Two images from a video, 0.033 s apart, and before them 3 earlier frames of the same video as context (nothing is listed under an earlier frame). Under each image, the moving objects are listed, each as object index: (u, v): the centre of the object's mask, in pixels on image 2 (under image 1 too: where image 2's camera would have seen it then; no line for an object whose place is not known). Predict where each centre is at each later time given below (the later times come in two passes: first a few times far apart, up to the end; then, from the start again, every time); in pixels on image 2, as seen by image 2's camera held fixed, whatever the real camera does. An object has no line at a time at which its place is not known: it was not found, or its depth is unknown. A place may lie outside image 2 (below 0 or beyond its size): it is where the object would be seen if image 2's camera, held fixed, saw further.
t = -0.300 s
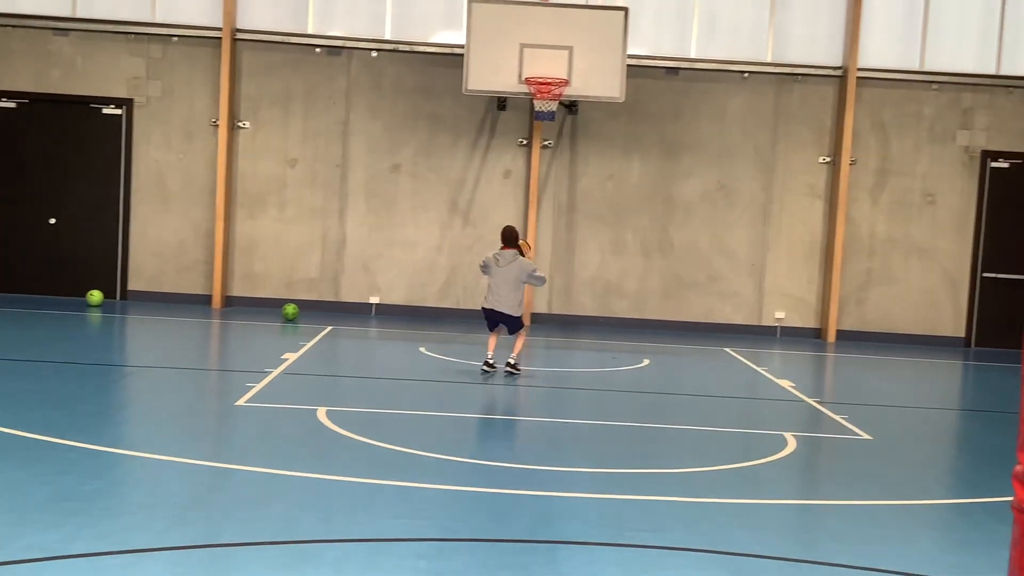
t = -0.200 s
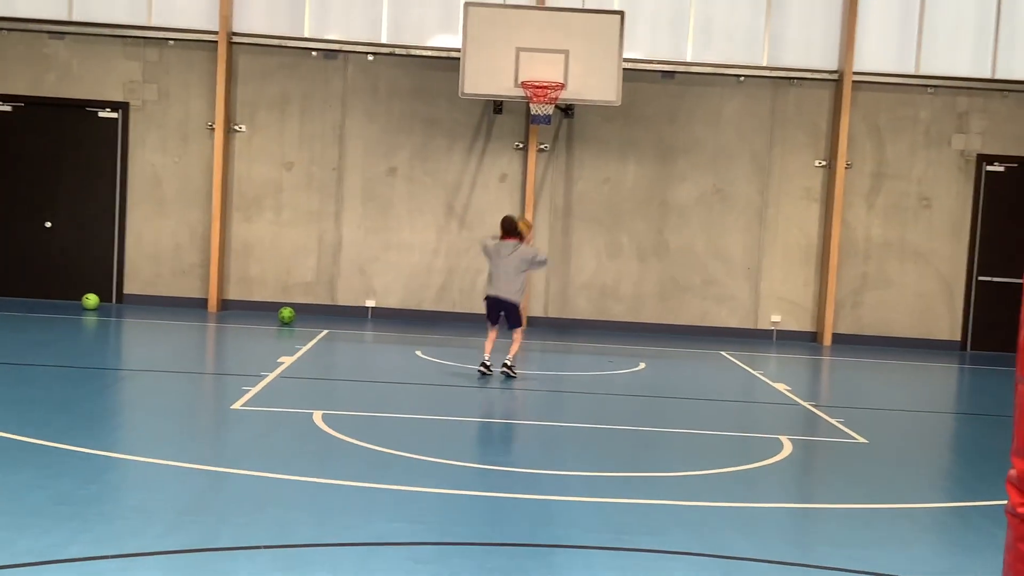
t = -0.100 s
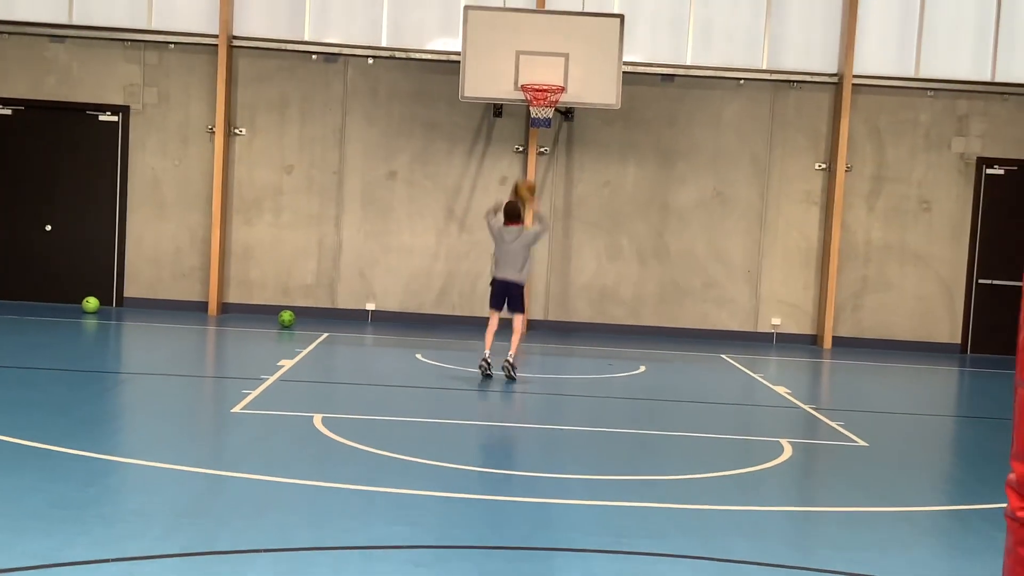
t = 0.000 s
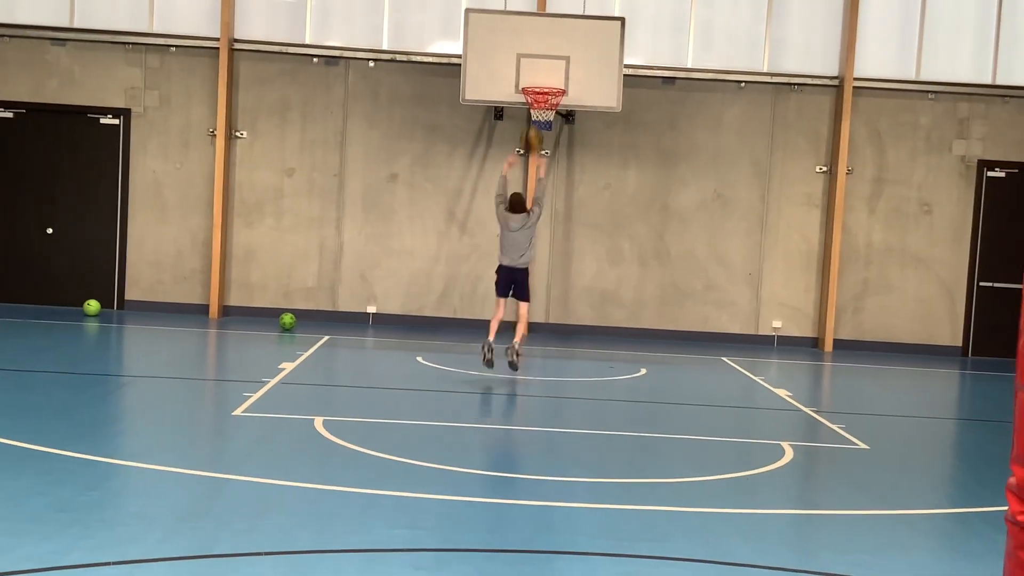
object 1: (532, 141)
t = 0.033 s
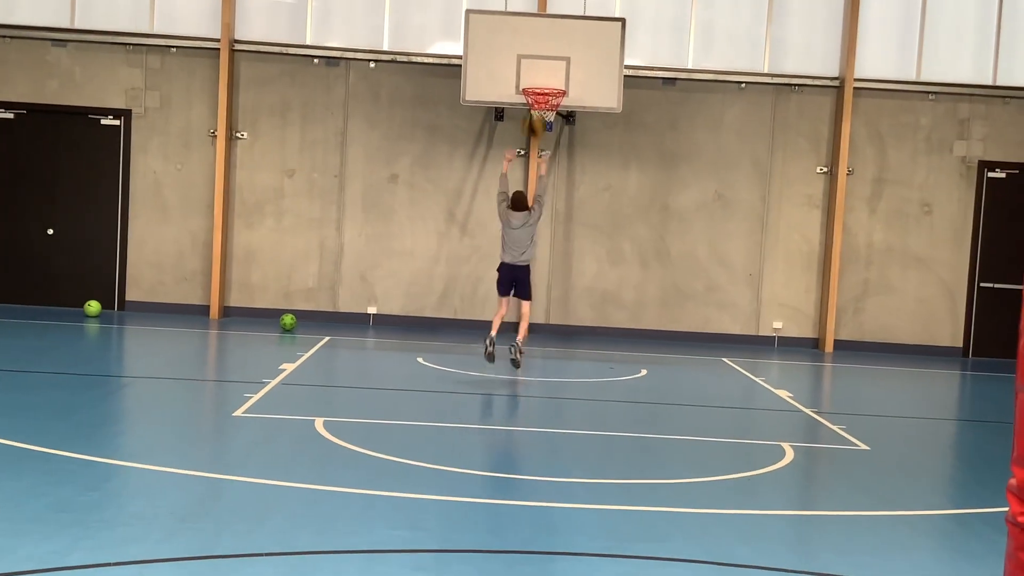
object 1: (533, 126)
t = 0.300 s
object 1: (551, 36)
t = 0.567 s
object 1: (565, 19)
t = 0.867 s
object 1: (572, 82)
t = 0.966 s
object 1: (575, 110)
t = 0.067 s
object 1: (536, 110)
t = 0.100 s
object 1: (539, 96)
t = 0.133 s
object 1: (541, 82)
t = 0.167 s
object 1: (543, 71)
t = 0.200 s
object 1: (545, 60)
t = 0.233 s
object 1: (547, 51)
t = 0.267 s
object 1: (549, 43)
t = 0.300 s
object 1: (551, 36)
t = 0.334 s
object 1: (553, 29)
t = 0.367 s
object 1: (555, 24)
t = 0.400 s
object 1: (558, 17)
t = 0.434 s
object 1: (560, 16)
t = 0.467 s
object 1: (561, 15)
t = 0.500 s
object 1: (562, 15)
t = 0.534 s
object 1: (564, 16)
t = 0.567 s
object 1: (565, 19)
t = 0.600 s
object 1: (566, 22)
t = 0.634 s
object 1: (567, 26)
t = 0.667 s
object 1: (568, 31)
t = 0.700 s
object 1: (569, 38)
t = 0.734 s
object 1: (570, 45)
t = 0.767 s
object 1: (571, 53)
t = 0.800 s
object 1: (571, 63)
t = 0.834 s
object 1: (572, 72)
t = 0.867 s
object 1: (572, 82)
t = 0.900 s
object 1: (573, 93)
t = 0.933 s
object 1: (574, 103)
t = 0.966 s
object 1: (575, 110)
